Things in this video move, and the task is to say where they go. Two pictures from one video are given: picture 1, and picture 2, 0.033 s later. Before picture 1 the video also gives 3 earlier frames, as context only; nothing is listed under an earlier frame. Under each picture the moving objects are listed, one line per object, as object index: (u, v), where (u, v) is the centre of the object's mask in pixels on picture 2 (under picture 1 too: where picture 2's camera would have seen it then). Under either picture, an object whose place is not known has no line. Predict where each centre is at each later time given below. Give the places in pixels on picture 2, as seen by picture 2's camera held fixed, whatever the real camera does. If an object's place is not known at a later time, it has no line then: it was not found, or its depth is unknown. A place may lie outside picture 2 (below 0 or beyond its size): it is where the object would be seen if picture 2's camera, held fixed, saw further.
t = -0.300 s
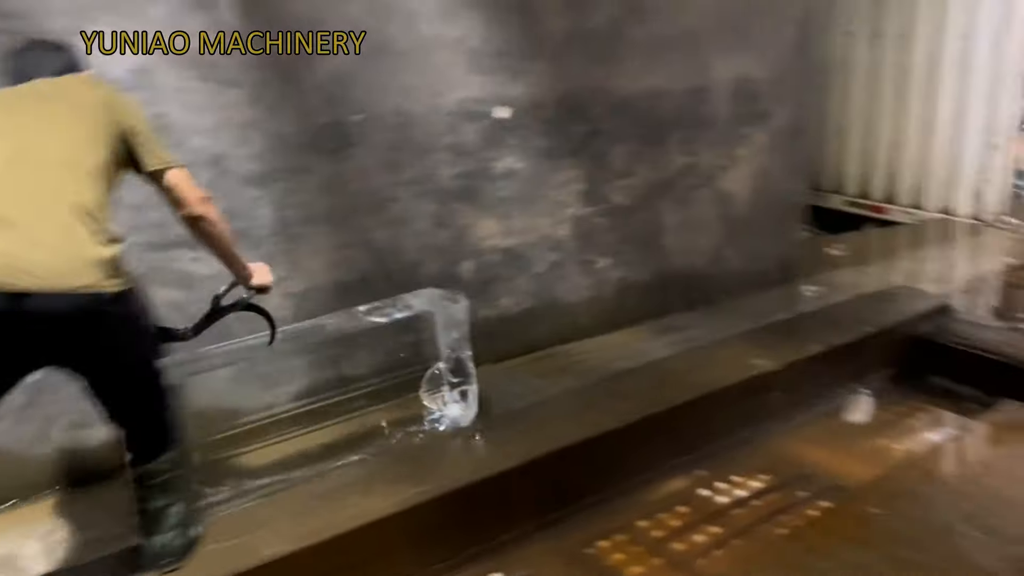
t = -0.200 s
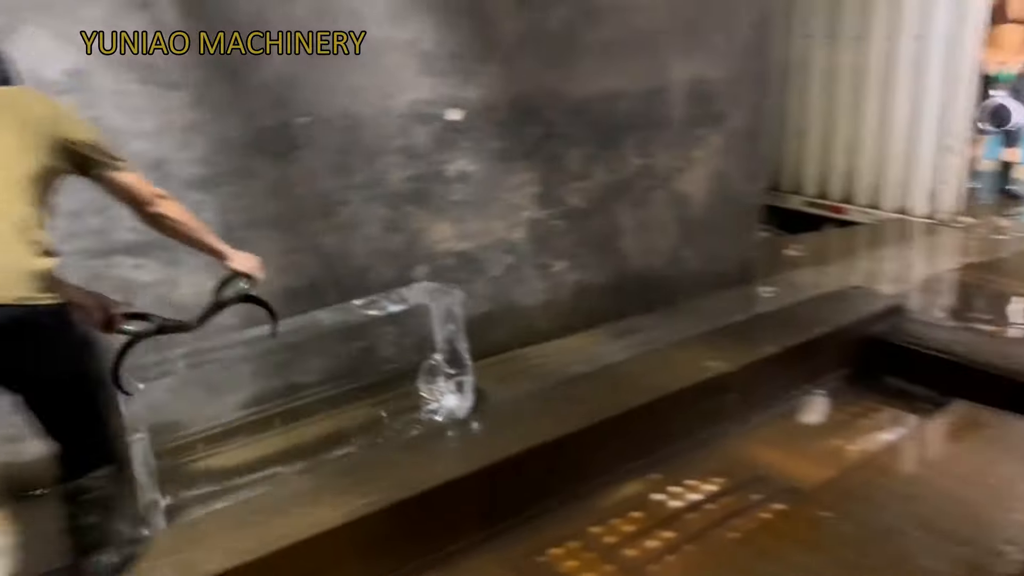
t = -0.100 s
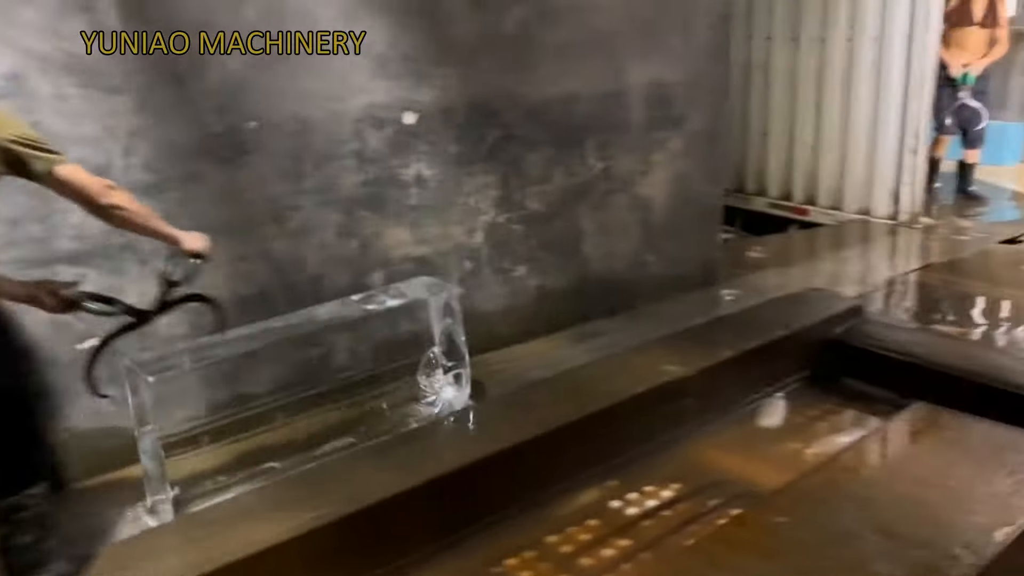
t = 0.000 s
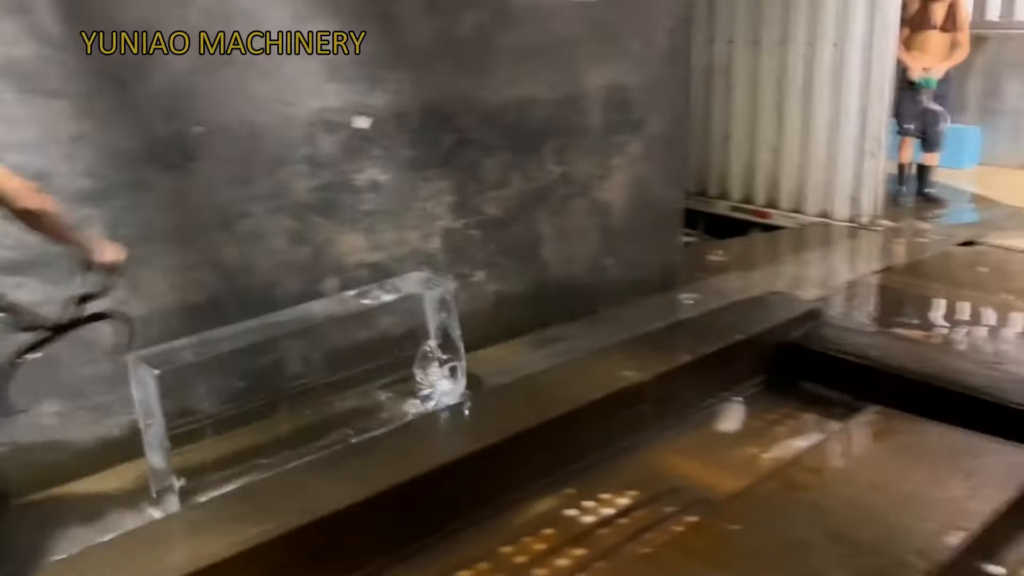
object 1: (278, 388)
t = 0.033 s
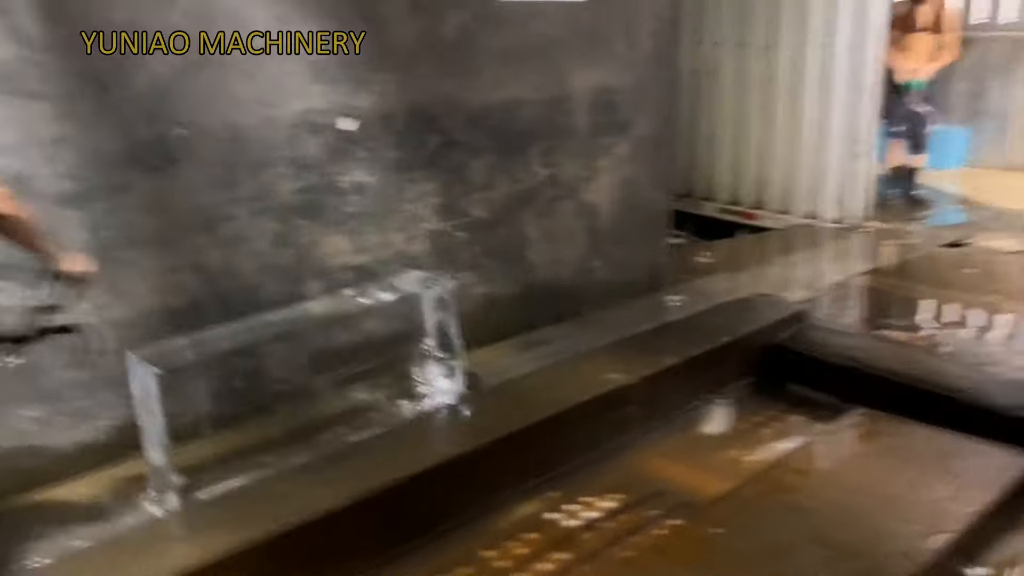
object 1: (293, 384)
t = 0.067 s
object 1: (309, 378)
